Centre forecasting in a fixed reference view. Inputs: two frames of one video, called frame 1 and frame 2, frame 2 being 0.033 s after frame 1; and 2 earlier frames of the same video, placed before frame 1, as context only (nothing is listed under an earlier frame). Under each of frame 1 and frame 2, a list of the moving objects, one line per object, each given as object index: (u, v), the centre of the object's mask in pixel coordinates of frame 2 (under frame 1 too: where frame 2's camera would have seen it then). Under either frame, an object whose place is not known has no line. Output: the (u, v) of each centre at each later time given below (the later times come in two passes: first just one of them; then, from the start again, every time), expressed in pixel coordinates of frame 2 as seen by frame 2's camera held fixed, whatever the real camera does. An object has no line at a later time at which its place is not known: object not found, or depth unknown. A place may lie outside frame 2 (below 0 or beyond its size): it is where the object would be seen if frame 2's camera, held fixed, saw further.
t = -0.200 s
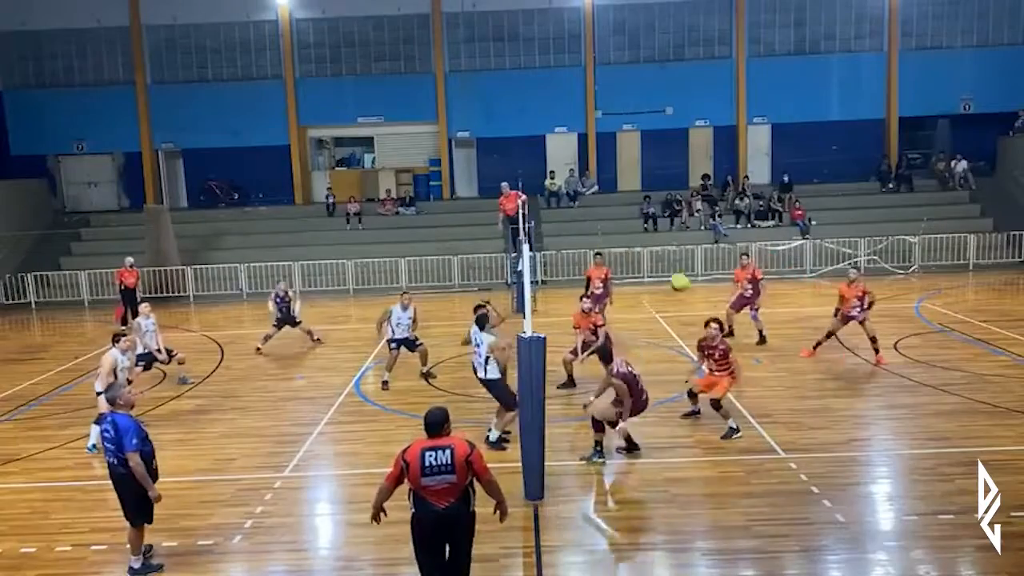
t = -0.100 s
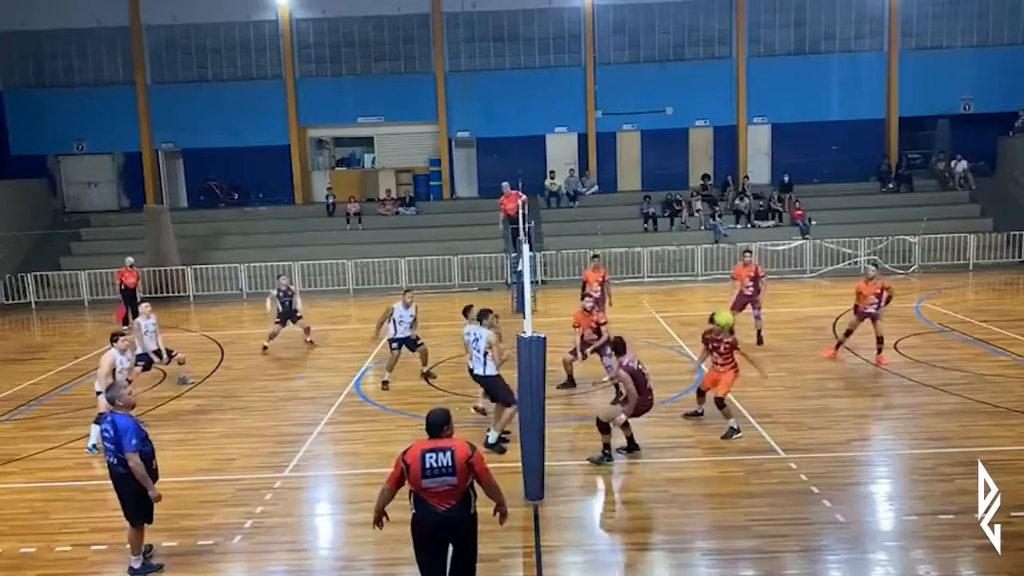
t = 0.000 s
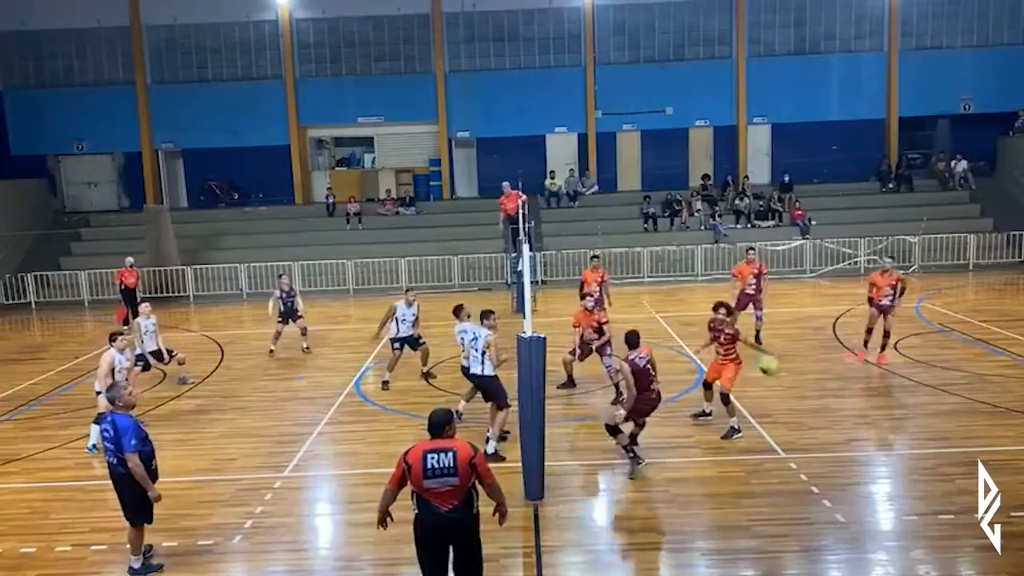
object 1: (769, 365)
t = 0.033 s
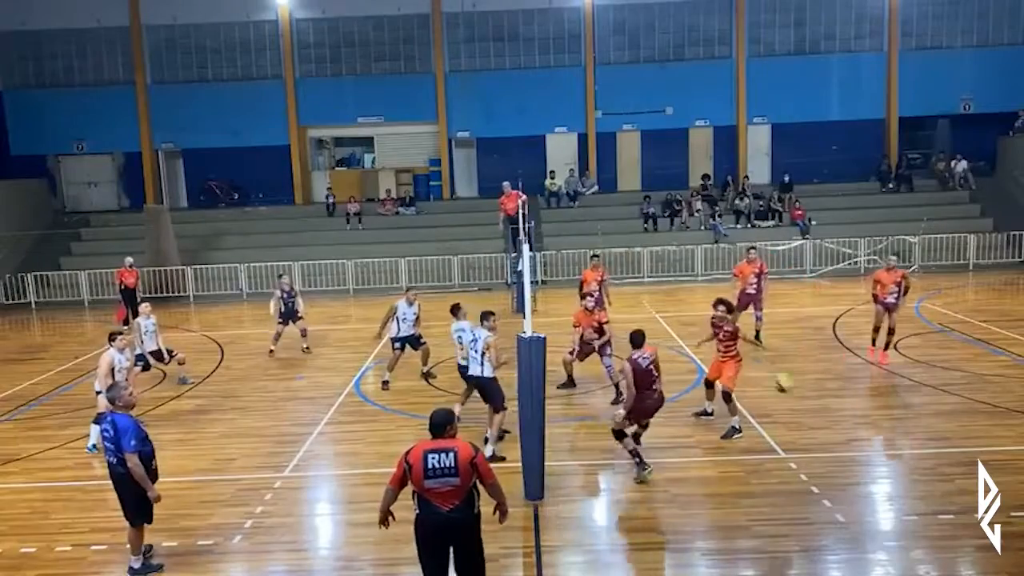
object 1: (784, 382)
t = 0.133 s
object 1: (829, 444)
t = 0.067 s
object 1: (799, 402)
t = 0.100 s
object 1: (813, 422)
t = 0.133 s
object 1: (829, 444)
